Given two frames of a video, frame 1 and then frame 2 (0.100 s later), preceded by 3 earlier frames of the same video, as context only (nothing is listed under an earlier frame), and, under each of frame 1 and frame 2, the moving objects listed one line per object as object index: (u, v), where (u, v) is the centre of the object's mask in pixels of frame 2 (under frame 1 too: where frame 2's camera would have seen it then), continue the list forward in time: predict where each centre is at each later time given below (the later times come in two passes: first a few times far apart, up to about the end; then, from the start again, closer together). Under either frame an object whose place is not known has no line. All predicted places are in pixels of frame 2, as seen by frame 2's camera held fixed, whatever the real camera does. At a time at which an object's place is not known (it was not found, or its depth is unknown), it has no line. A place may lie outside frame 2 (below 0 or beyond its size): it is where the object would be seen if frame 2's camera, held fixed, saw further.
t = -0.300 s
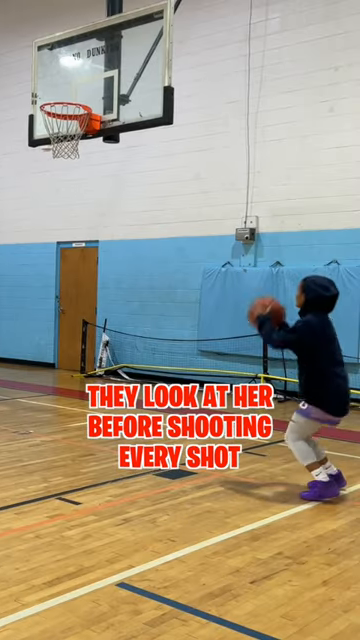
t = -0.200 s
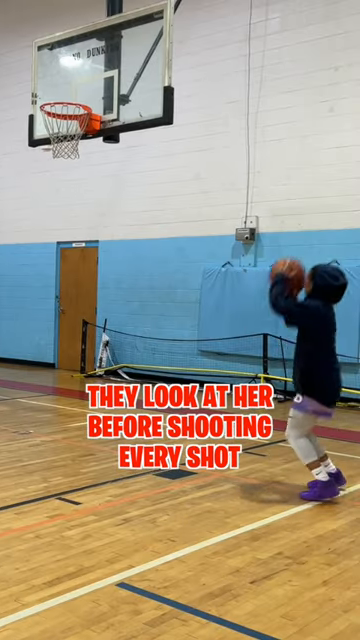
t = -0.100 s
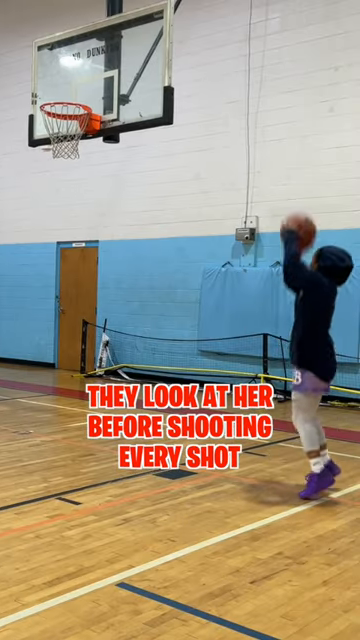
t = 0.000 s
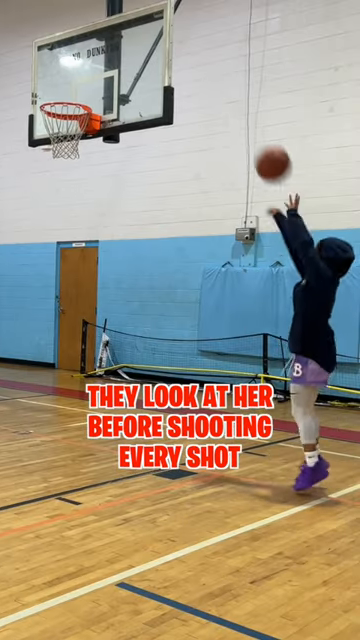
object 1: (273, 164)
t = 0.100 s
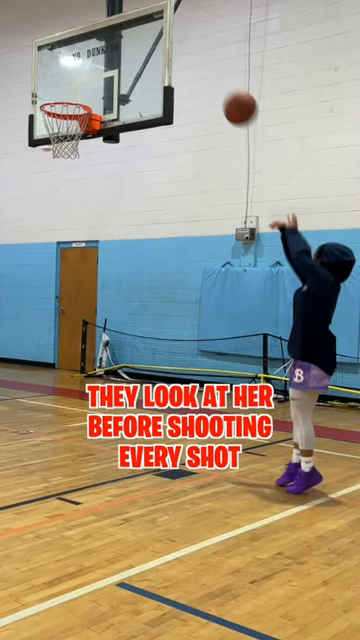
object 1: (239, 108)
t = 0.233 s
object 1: (200, 60)
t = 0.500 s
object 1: (129, 41)
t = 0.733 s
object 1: (76, 90)
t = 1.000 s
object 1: (64, 99)
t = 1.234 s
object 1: (68, 102)
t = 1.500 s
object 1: (52, 140)
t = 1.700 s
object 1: (54, 172)
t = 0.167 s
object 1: (219, 81)
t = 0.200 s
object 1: (209, 70)
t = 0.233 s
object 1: (200, 60)
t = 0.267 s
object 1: (190, 53)
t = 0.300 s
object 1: (181, 47)
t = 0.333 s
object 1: (172, 43)
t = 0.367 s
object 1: (163, 39)
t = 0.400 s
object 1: (154, 38)
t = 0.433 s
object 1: (145, 38)
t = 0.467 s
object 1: (138, 39)
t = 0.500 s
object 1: (129, 41)
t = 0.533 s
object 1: (121, 45)
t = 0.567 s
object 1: (113, 49)
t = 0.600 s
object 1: (106, 55)
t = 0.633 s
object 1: (98, 62)
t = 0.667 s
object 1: (91, 71)
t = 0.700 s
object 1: (83, 80)
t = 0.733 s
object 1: (76, 90)
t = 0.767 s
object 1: (72, 91)
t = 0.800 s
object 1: (70, 92)
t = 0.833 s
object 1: (67, 95)
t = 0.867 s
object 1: (64, 98)
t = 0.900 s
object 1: (61, 103)
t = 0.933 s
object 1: (59, 106)
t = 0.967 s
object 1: (62, 103)
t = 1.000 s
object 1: (64, 99)
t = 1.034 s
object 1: (67, 98)
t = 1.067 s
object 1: (70, 97)
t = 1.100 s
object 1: (72, 97)
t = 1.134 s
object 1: (74, 99)
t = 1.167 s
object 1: (72, 99)
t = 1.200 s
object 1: (70, 100)
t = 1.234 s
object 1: (68, 102)
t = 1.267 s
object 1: (65, 106)
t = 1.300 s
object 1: (63, 109)
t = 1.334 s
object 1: (60, 115)
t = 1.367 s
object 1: (57, 122)
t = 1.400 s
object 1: (55, 128)
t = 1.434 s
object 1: (53, 134)
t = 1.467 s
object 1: (53, 138)
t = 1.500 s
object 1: (52, 140)
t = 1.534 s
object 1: (51, 143)
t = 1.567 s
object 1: (52, 145)
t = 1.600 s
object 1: (52, 151)
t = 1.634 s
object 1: (53, 158)
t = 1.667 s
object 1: (53, 164)
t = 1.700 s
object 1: (54, 172)
